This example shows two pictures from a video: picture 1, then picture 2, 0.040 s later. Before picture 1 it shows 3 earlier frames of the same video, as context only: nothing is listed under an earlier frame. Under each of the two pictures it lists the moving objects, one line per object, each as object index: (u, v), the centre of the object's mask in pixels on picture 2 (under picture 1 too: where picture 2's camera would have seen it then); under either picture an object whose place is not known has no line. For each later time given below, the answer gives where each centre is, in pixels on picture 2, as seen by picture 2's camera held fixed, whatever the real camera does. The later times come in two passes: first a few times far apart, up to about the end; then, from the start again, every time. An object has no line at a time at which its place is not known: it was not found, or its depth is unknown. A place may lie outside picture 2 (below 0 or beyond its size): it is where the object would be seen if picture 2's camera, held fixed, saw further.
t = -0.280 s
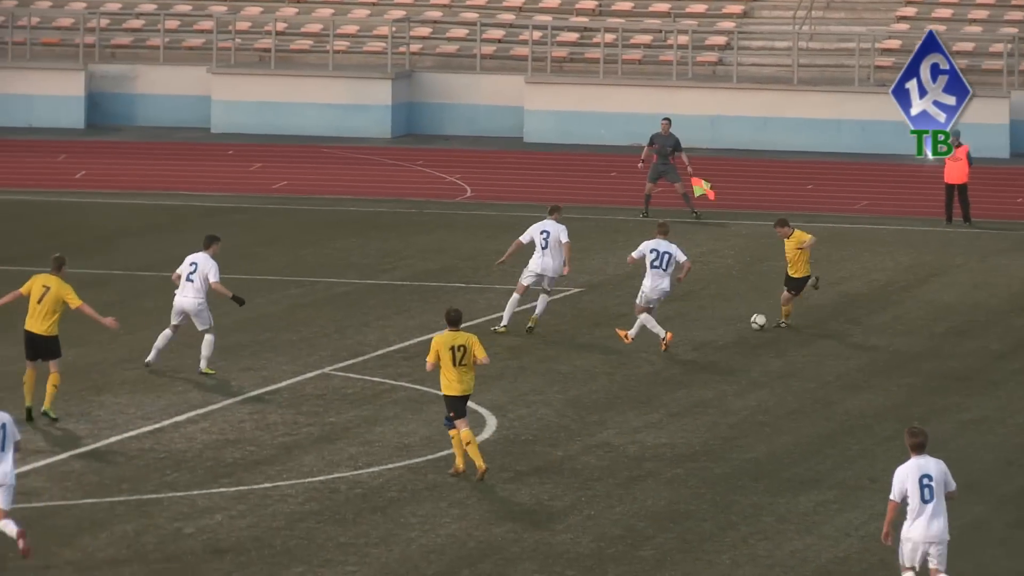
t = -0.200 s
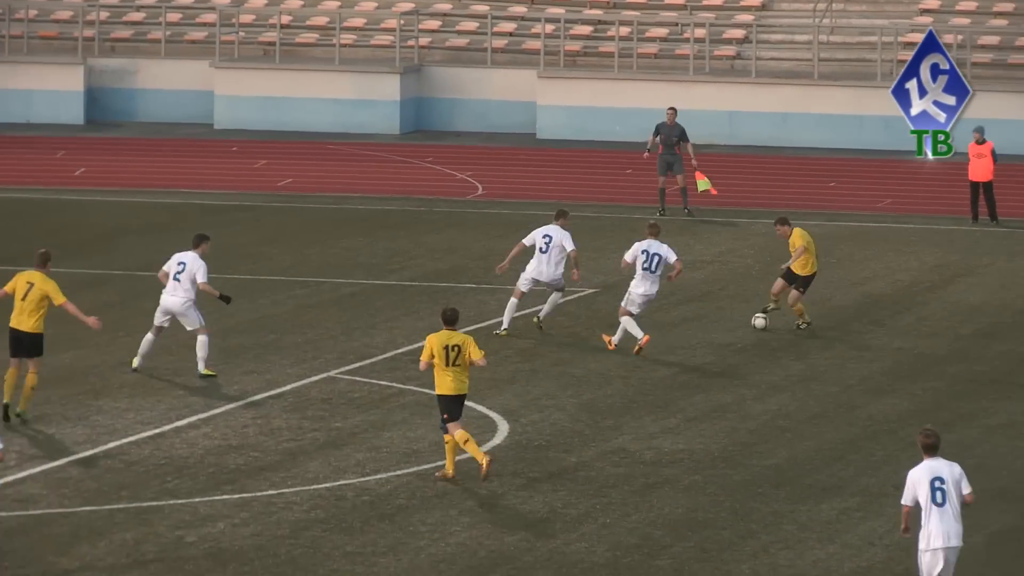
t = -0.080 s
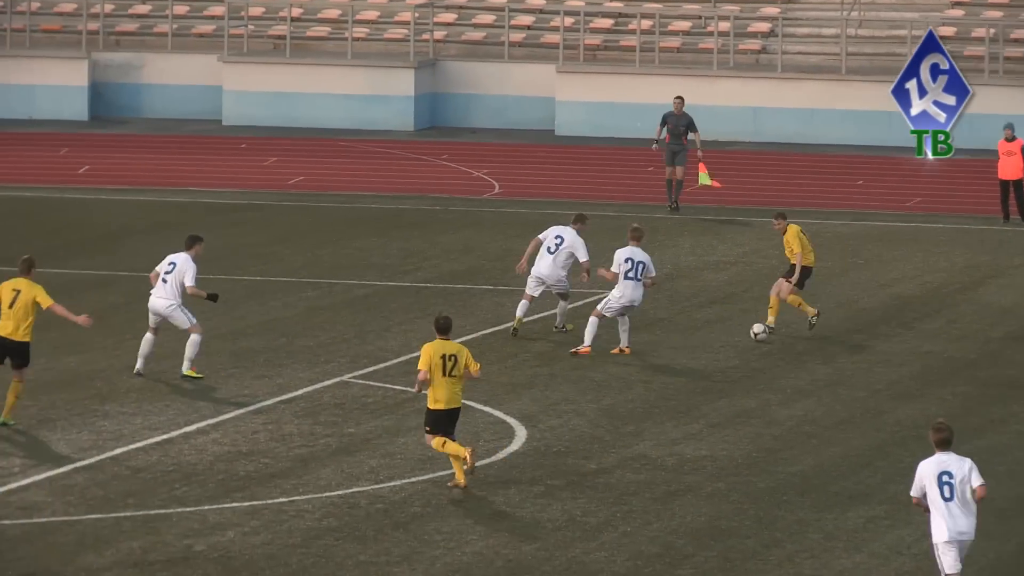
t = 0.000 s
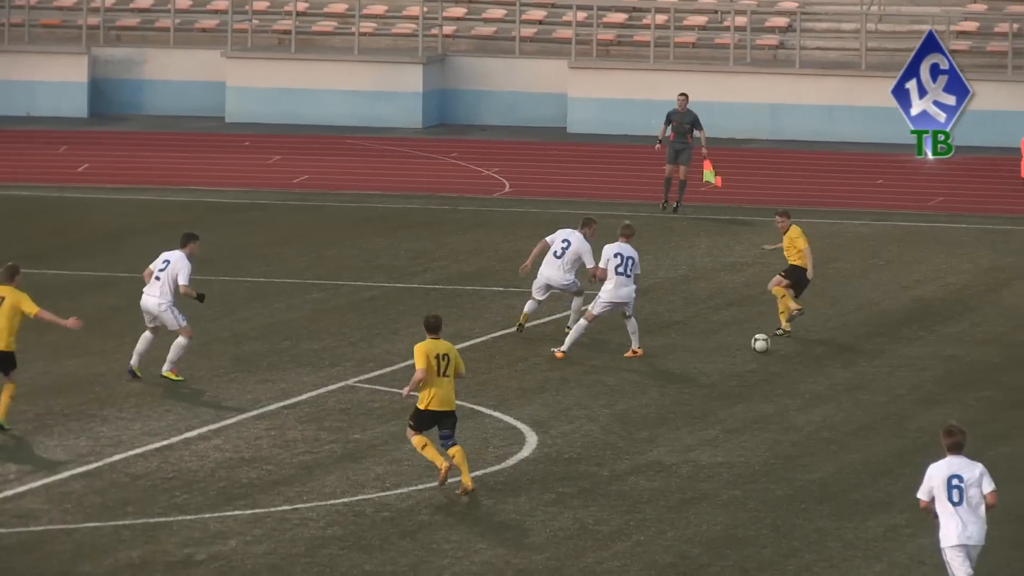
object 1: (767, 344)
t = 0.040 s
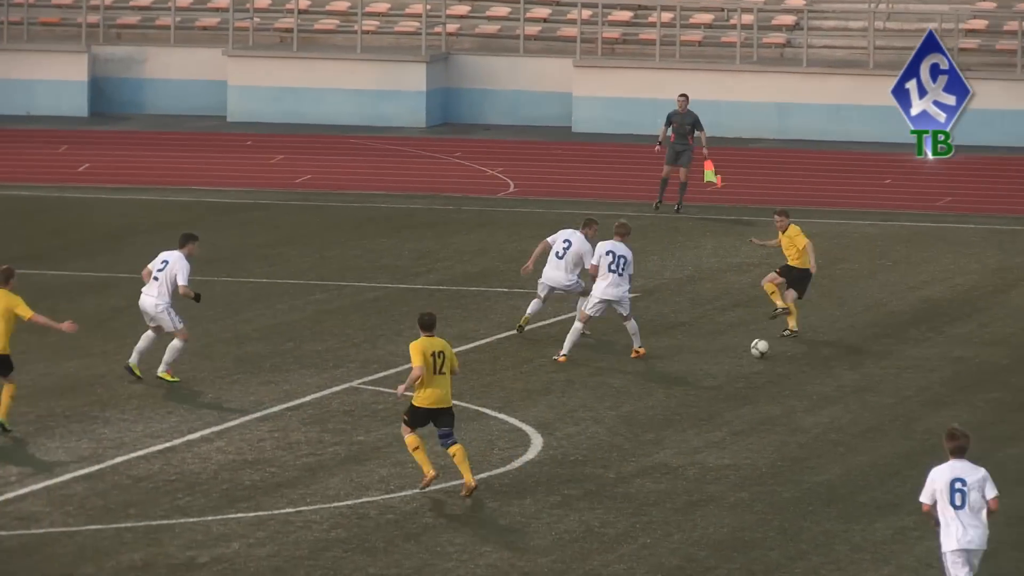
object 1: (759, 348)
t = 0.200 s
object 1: (732, 363)
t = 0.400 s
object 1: (701, 383)
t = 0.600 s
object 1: (675, 401)
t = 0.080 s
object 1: (753, 352)
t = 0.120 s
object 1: (745, 356)
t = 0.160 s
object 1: (739, 359)
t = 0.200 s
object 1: (732, 363)
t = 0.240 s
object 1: (726, 369)
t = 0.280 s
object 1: (719, 372)
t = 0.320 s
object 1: (713, 376)
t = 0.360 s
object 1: (707, 381)
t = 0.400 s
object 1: (701, 383)
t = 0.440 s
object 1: (695, 386)
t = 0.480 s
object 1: (690, 391)
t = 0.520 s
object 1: (685, 393)
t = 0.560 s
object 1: (679, 396)
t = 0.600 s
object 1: (675, 401)
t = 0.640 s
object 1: (669, 402)
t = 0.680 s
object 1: (665, 405)
